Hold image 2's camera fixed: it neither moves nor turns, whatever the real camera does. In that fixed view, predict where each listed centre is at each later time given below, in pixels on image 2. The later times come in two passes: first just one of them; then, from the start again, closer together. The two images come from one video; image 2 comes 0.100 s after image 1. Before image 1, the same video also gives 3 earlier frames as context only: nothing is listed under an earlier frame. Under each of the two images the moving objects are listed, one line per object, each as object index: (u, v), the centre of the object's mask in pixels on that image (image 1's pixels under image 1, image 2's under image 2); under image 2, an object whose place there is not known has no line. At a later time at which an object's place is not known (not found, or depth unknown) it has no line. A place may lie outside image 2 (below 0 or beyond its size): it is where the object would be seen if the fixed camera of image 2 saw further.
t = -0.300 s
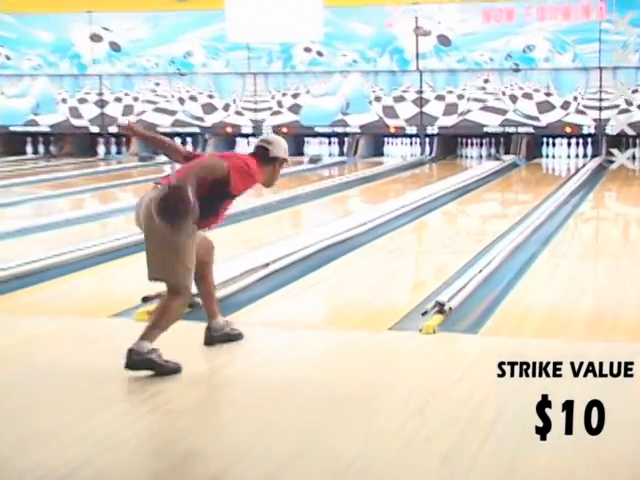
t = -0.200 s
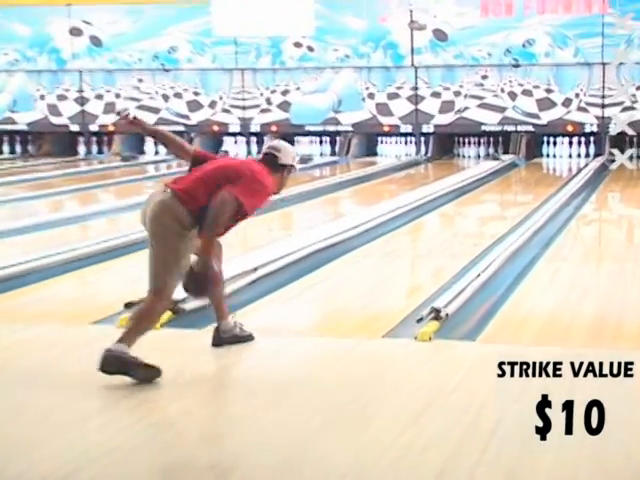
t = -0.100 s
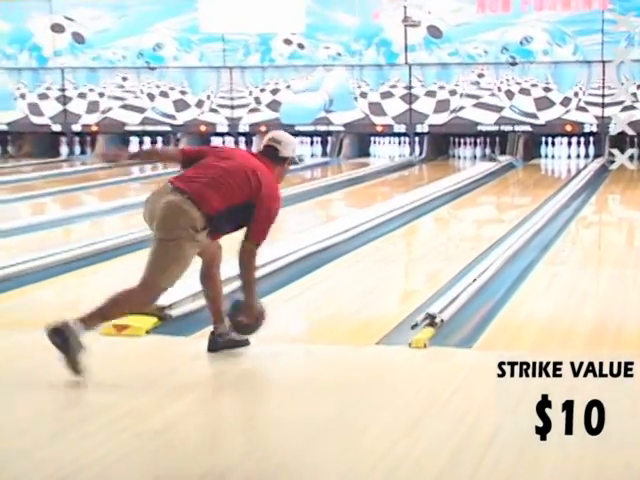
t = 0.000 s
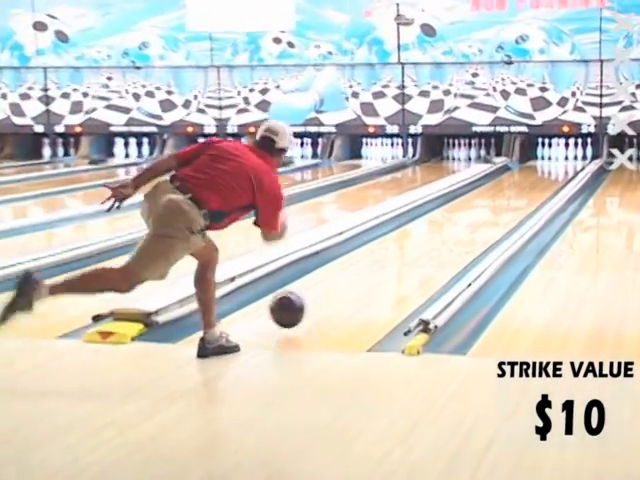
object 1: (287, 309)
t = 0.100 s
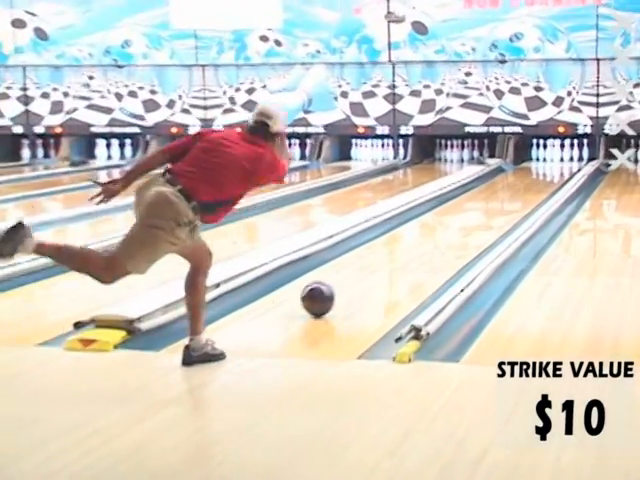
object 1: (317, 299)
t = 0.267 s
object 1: (373, 270)
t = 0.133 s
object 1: (330, 293)
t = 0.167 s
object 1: (342, 287)
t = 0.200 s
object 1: (353, 281)
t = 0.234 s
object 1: (363, 276)
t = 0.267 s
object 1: (373, 270)
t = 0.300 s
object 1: (383, 265)
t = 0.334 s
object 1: (392, 261)
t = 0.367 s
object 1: (400, 256)
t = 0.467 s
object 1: (423, 246)
